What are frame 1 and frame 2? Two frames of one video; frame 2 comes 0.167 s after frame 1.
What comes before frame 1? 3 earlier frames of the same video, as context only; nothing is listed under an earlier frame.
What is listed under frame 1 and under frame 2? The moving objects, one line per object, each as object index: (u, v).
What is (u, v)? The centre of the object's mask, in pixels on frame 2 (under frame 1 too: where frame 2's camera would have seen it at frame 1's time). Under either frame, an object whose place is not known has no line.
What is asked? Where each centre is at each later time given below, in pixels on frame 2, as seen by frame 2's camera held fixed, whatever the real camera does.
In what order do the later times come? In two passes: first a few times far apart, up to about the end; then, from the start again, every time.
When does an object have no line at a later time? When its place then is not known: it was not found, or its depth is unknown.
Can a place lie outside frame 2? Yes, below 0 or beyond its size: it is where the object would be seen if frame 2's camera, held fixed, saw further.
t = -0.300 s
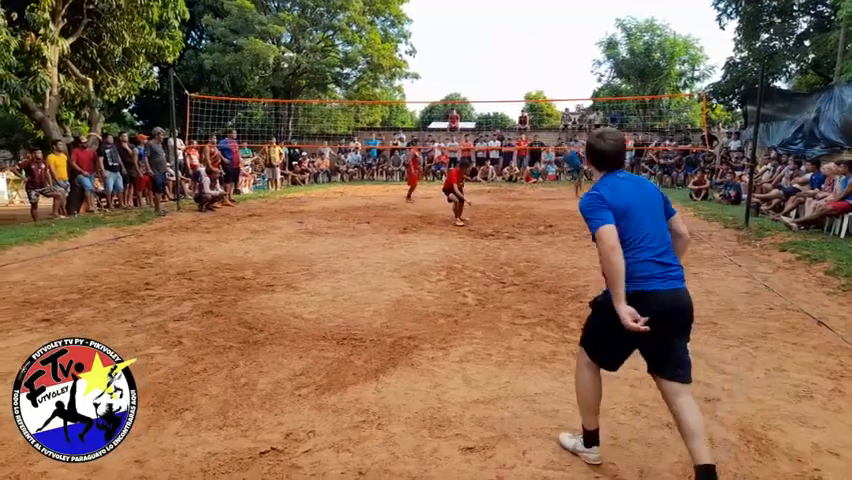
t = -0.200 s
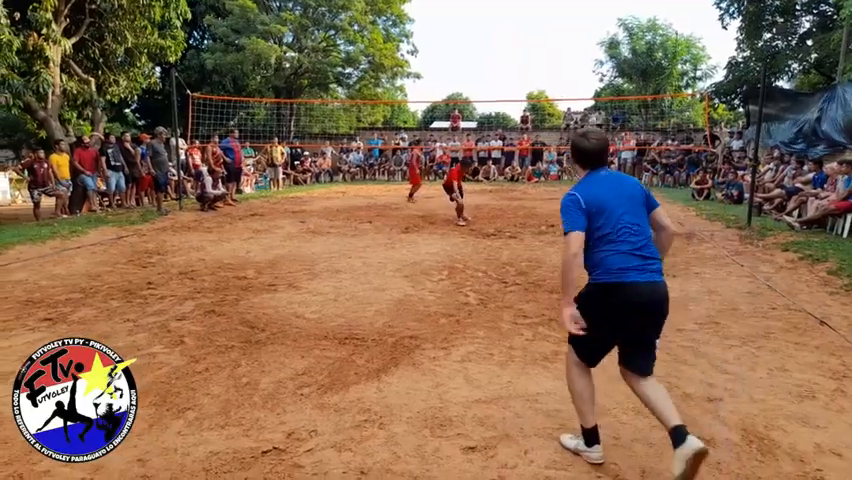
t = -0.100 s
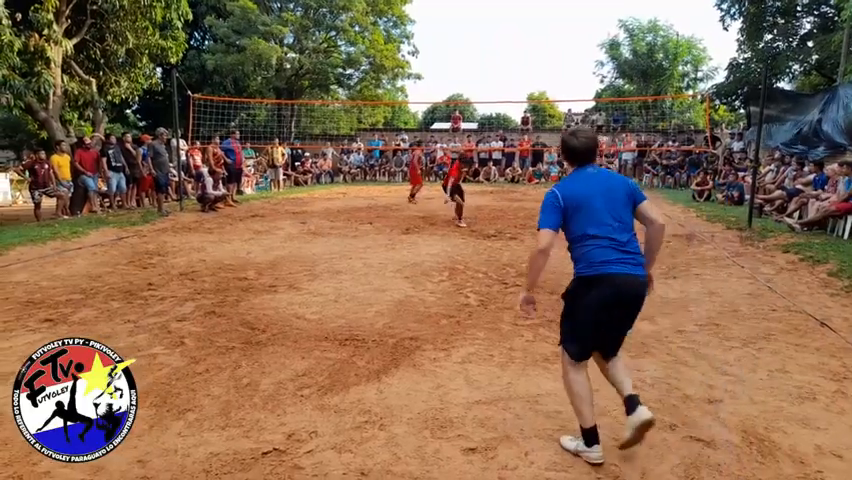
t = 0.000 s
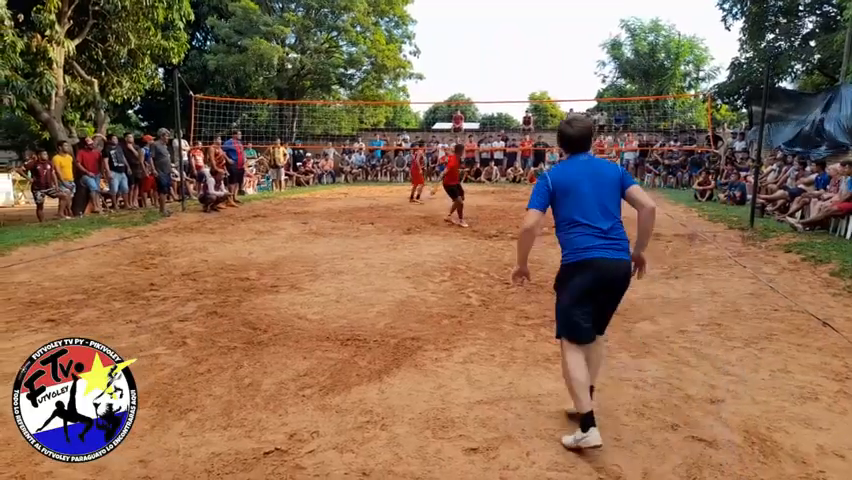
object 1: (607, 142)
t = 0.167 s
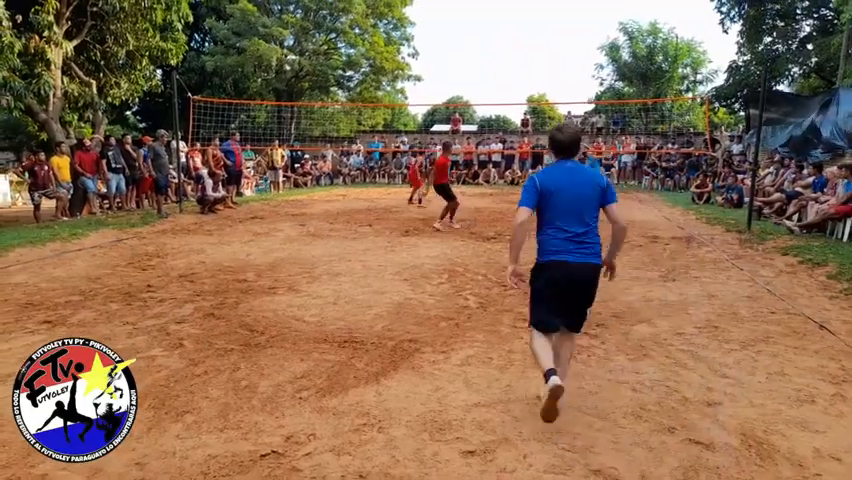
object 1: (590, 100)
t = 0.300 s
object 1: (577, 72)
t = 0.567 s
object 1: (549, 34)
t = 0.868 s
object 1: (515, 21)
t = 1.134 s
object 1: (482, 42)
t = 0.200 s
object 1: (587, 93)
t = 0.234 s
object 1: (584, 86)
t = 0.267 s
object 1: (580, 79)
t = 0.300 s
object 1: (577, 72)
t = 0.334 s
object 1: (574, 66)
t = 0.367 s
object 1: (570, 60)
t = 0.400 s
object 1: (567, 55)
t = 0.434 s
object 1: (563, 50)
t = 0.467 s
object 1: (560, 45)
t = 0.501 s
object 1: (556, 41)
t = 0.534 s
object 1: (553, 37)
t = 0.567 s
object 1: (549, 34)
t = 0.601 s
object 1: (545, 31)
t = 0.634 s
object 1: (542, 28)
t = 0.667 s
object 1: (538, 26)
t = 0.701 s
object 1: (534, 24)
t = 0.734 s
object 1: (530, 23)
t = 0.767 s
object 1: (527, 22)
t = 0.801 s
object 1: (523, 21)
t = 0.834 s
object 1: (518, 21)
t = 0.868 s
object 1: (515, 21)
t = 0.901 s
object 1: (511, 22)
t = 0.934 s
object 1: (507, 24)
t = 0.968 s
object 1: (503, 25)
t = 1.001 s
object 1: (498, 28)
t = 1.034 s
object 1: (494, 31)
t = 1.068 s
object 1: (490, 34)
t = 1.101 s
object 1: (486, 37)
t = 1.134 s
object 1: (482, 42)
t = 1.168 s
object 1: (478, 46)
